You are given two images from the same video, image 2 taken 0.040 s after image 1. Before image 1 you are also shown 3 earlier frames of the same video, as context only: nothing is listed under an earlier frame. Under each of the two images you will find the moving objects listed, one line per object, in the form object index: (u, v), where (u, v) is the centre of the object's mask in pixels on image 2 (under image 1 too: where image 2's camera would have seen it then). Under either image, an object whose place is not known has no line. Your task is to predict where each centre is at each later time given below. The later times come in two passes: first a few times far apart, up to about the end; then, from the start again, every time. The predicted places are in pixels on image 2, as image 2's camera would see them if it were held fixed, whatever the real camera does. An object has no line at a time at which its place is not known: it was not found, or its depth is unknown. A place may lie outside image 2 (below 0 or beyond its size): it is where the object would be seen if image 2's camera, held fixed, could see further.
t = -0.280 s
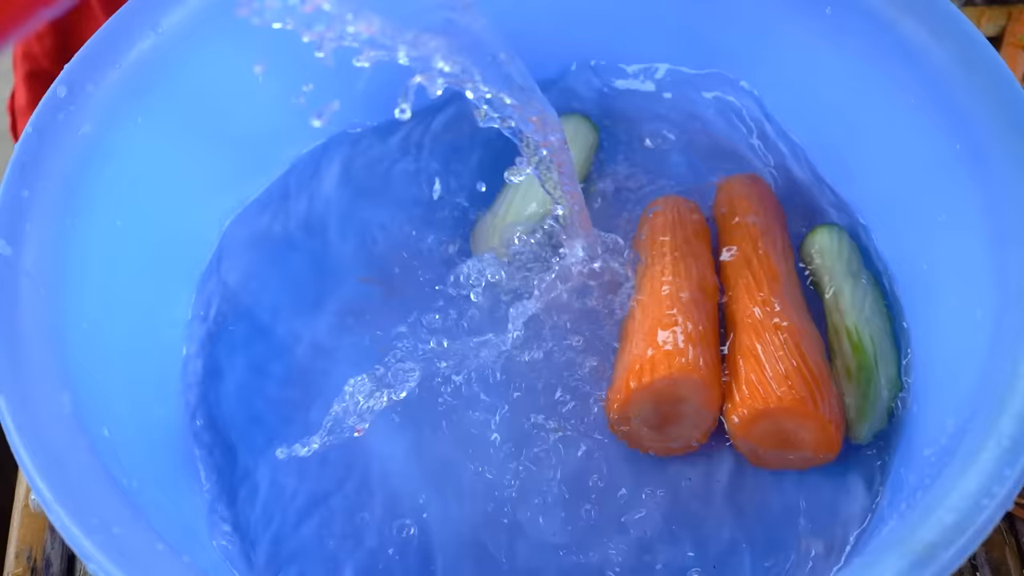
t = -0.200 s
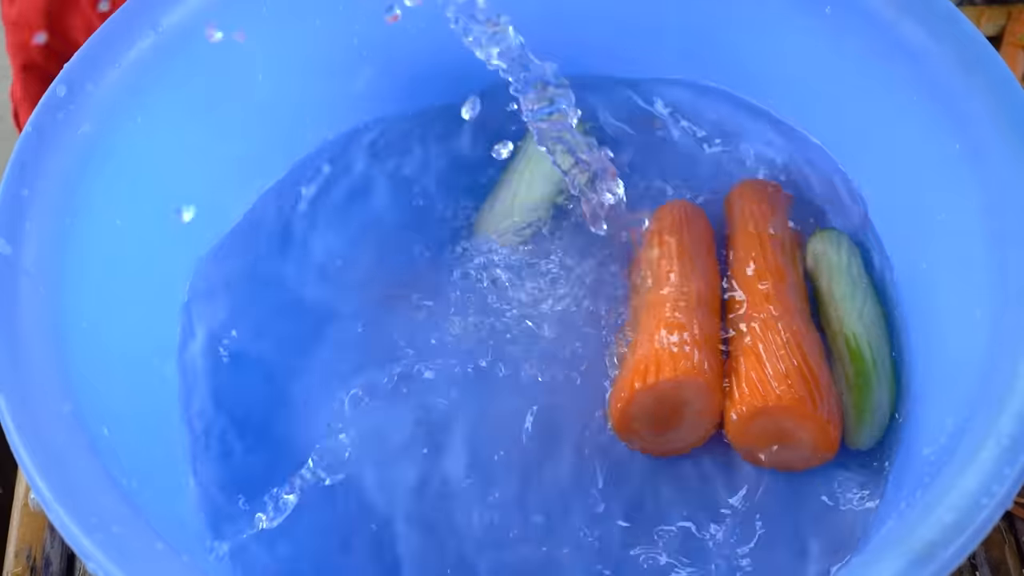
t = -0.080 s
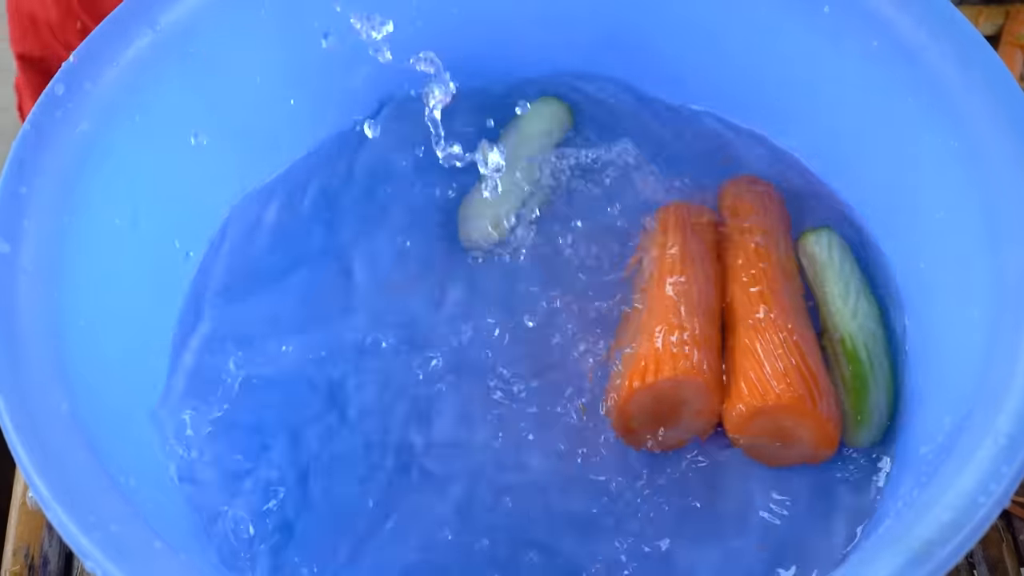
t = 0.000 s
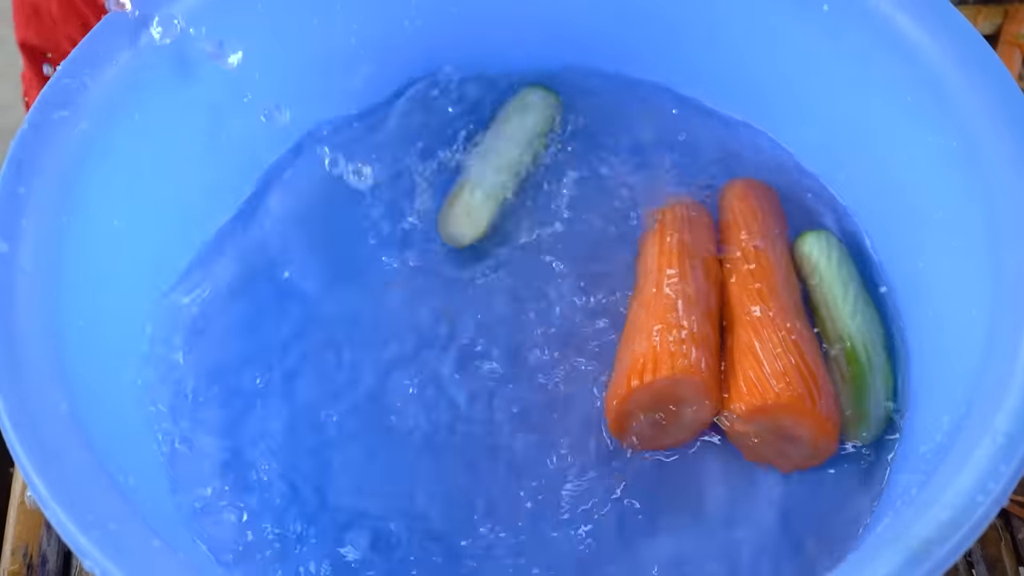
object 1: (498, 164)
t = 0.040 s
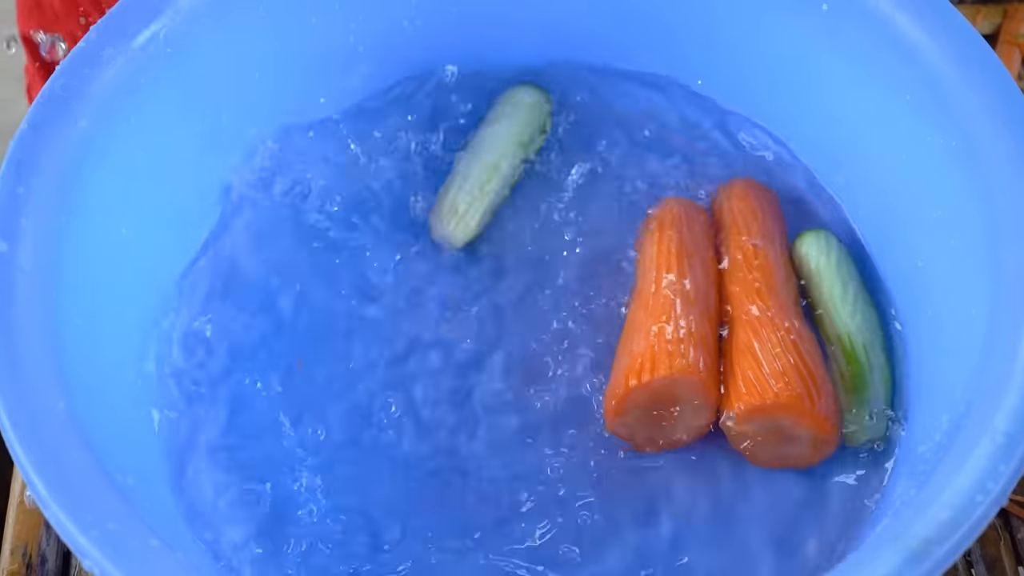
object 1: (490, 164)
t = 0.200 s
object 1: (468, 187)
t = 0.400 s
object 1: (471, 195)
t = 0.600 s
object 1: (440, 187)
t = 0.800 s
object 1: (433, 178)
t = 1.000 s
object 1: (447, 195)
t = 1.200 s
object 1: (445, 191)
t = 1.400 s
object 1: (436, 185)
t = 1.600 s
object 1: (443, 193)
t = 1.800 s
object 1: (446, 196)
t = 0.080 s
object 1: (483, 166)
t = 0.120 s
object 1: (477, 173)
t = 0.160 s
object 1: (473, 179)
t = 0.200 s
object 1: (468, 187)
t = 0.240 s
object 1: (468, 190)
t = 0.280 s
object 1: (467, 194)
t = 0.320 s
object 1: (469, 195)
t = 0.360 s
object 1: (472, 193)
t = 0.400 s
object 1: (471, 195)
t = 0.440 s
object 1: (467, 197)
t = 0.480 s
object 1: (462, 196)
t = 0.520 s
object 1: (457, 193)
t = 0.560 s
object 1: (449, 190)
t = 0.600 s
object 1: (440, 187)
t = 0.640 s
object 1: (436, 180)
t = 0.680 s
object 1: (431, 178)
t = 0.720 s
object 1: (429, 177)
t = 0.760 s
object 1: (429, 178)
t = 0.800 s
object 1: (433, 178)
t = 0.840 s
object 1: (436, 181)
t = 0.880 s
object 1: (437, 185)
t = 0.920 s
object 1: (442, 189)
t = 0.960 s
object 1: (446, 192)
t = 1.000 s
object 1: (447, 195)
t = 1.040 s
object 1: (449, 195)
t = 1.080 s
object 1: (448, 197)
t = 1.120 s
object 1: (447, 196)
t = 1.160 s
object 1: (448, 194)
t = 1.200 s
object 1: (445, 191)
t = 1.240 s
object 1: (440, 189)
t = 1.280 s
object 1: (437, 187)
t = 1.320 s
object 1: (437, 185)
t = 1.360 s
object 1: (437, 185)
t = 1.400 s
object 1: (436, 185)
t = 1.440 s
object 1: (437, 187)
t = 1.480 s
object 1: (440, 188)
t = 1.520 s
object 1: (442, 190)
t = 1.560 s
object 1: (442, 192)
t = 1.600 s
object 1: (443, 193)
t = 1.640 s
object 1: (443, 195)
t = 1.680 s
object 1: (445, 195)
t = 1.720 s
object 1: (446, 195)
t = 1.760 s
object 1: (445, 197)
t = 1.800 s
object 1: (446, 196)
